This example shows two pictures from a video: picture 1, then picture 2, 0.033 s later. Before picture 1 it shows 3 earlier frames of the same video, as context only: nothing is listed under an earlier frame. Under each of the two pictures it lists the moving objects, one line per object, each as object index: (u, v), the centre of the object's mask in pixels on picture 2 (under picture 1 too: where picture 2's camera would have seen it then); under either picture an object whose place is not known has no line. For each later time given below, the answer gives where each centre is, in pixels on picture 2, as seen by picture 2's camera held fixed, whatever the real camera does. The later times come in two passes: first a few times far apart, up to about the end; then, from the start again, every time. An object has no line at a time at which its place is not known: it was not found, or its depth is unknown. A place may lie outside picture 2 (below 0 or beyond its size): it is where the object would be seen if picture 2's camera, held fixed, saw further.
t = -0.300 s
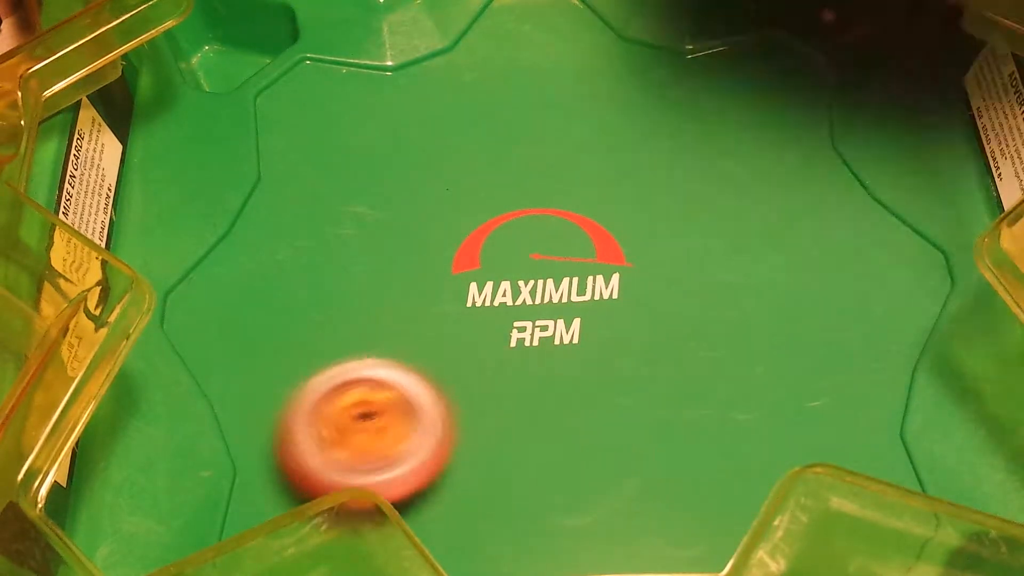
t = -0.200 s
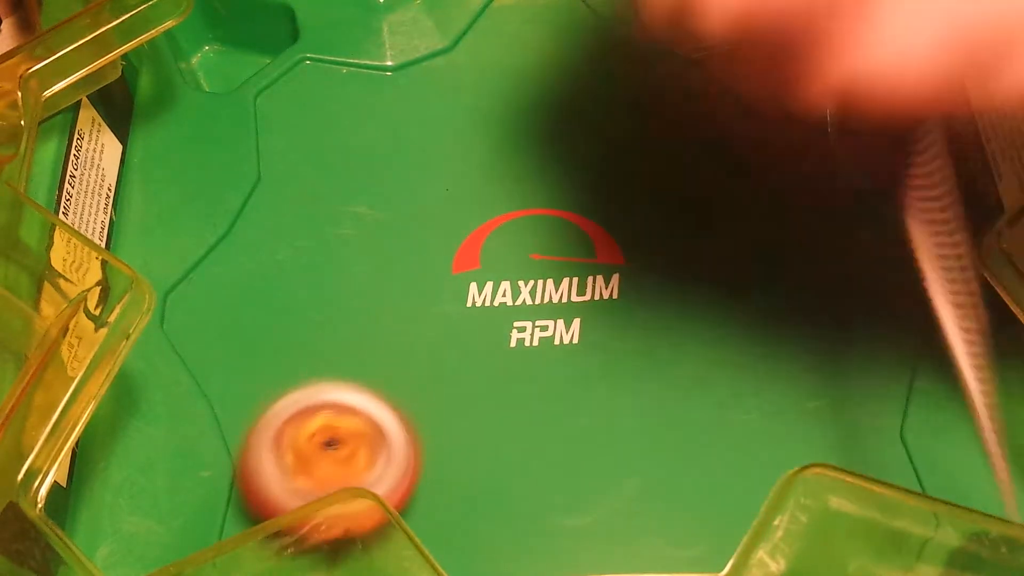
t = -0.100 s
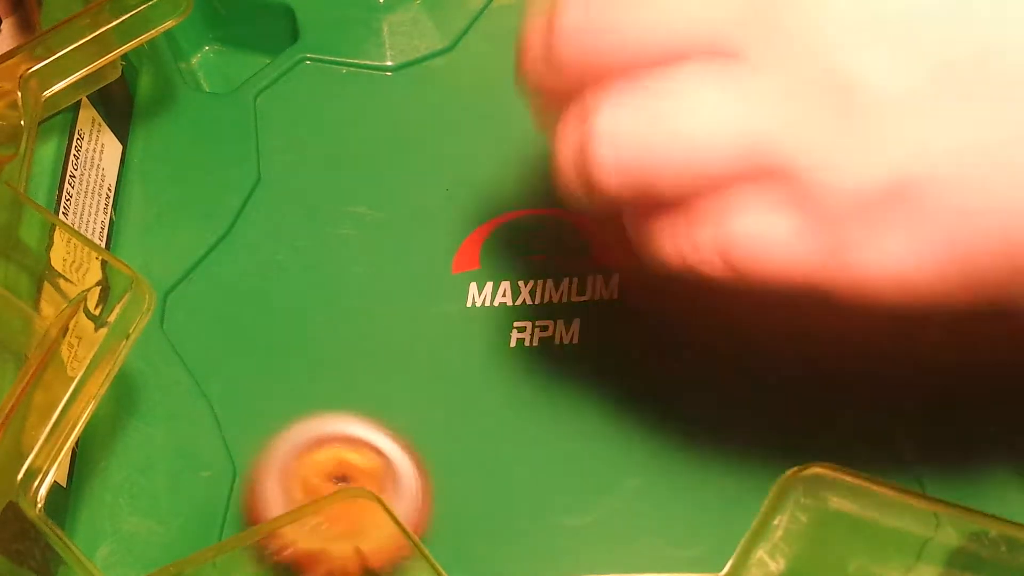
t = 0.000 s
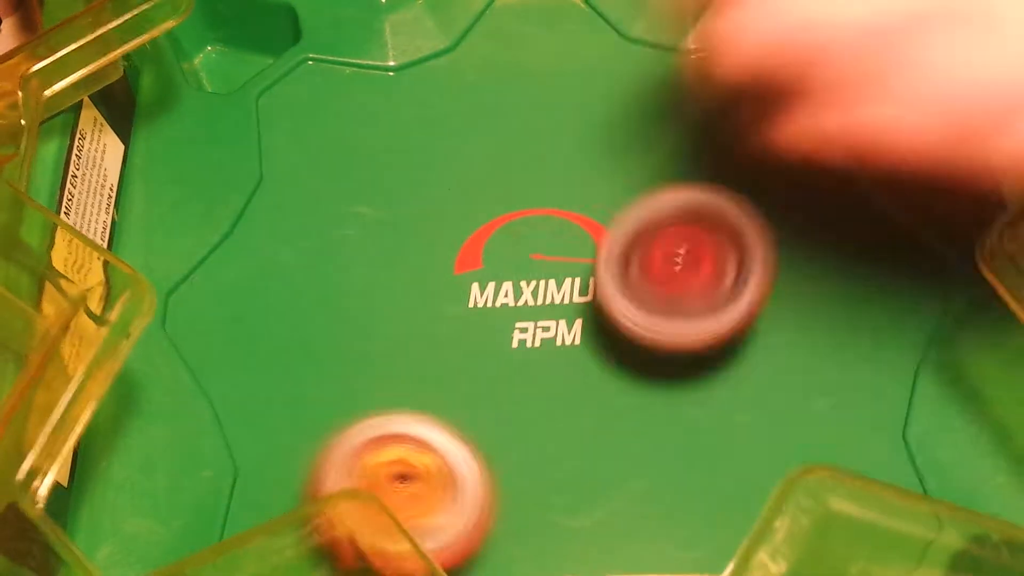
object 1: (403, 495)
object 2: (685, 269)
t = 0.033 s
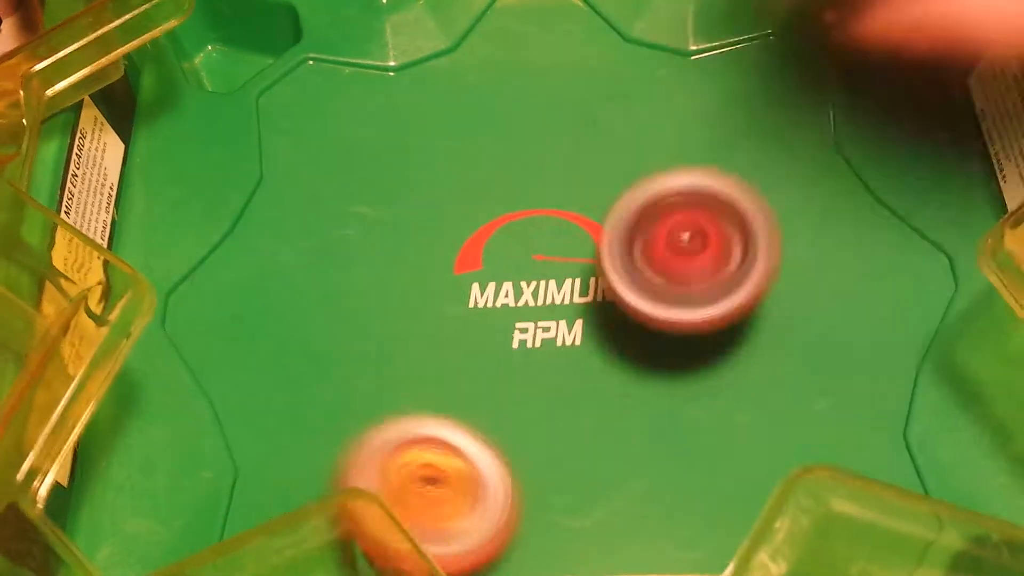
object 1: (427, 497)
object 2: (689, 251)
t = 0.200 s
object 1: (504, 391)
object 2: (652, 251)
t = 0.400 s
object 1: (460, 269)
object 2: (653, 147)
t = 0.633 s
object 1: (363, 207)
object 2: (634, 233)
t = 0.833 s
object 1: (359, 232)
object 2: (519, 317)
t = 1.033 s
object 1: (378, 213)
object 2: (634, 466)
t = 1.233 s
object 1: (440, 222)
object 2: (581, 410)
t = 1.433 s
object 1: (481, 123)
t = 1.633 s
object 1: (475, 108)
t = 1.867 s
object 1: (483, 98)
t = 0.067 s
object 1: (455, 481)
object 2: (690, 249)
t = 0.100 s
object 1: (468, 467)
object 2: (686, 271)
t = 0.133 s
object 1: (483, 443)
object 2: (680, 280)
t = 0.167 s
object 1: (494, 415)
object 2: (667, 257)
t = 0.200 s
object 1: (504, 391)
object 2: (652, 251)
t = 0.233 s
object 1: (512, 368)
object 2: (642, 236)
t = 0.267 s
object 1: (514, 336)
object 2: (635, 226)
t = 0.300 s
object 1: (503, 318)
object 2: (636, 200)
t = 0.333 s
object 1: (489, 301)
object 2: (641, 176)
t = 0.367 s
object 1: (473, 283)
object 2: (646, 158)
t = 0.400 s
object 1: (460, 269)
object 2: (653, 147)
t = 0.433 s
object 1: (445, 254)
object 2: (659, 144)
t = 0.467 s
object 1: (429, 241)
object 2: (666, 146)
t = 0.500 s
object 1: (412, 230)
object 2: (668, 154)
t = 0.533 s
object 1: (400, 220)
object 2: (666, 170)
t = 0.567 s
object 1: (387, 212)
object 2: (663, 191)
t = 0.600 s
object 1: (374, 209)
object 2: (653, 213)
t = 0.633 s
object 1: (363, 207)
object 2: (634, 233)
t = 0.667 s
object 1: (353, 209)
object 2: (613, 249)
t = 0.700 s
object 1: (346, 212)
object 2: (592, 262)
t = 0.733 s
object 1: (344, 217)
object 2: (572, 272)
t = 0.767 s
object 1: (346, 222)
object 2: (552, 287)
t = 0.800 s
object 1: (350, 227)
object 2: (535, 302)
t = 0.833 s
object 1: (359, 232)
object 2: (519, 317)
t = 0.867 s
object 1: (370, 237)
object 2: (513, 325)
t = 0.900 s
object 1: (363, 225)
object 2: (544, 355)
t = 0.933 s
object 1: (358, 214)
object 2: (576, 399)
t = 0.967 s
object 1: (363, 209)
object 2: (602, 433)
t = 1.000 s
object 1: (371, 211)
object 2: (621, 457)
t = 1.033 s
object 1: (378, 213)
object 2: (634, 466)
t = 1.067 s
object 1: (387, 216)
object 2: (642, 479)
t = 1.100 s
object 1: (395, 217)
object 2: (642, 481)
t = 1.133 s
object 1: (406, 220)
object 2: (635, 472)
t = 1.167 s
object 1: (418, 222)
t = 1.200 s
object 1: (428, 223)
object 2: (604, 441)
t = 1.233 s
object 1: (440, 222)
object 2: (581, 410)
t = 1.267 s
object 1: (452, 219)
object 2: (556, 388)
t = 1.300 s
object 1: (465, 218)
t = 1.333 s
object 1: (477, 205)
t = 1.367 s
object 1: (477, 170)
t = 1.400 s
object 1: (479, 143)
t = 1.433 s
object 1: (481, 123)
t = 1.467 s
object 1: (482, 109)
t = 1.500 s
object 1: (480, 101)
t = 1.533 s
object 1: (475, 99)
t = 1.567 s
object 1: (474, 100)
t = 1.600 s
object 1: (473, 103)
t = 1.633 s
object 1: (475, 108)
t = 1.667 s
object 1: (478, 114)
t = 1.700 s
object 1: (481, 122)
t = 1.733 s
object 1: (485, 133)
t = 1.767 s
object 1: (491, 144)
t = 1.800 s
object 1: (496, 156)
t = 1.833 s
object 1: (496, 144)
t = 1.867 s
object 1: (483, 98)
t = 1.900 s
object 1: (471, 62)
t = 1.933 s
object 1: (463, 46)
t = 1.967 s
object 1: (460, 40)
